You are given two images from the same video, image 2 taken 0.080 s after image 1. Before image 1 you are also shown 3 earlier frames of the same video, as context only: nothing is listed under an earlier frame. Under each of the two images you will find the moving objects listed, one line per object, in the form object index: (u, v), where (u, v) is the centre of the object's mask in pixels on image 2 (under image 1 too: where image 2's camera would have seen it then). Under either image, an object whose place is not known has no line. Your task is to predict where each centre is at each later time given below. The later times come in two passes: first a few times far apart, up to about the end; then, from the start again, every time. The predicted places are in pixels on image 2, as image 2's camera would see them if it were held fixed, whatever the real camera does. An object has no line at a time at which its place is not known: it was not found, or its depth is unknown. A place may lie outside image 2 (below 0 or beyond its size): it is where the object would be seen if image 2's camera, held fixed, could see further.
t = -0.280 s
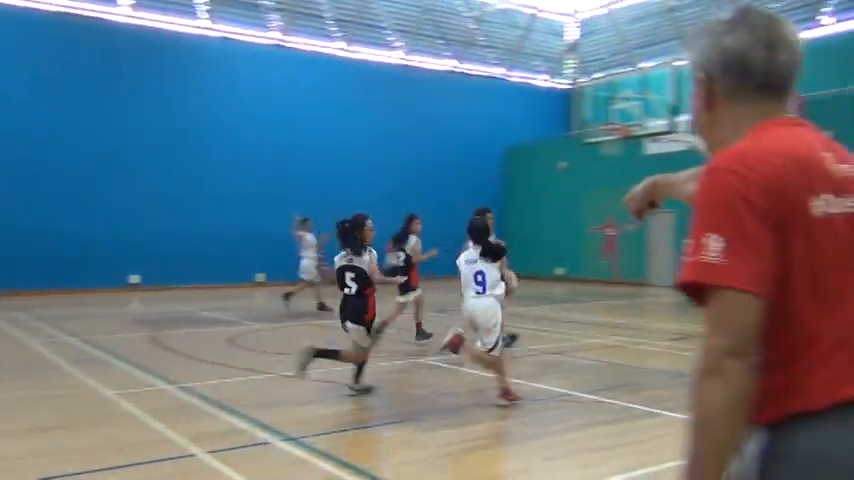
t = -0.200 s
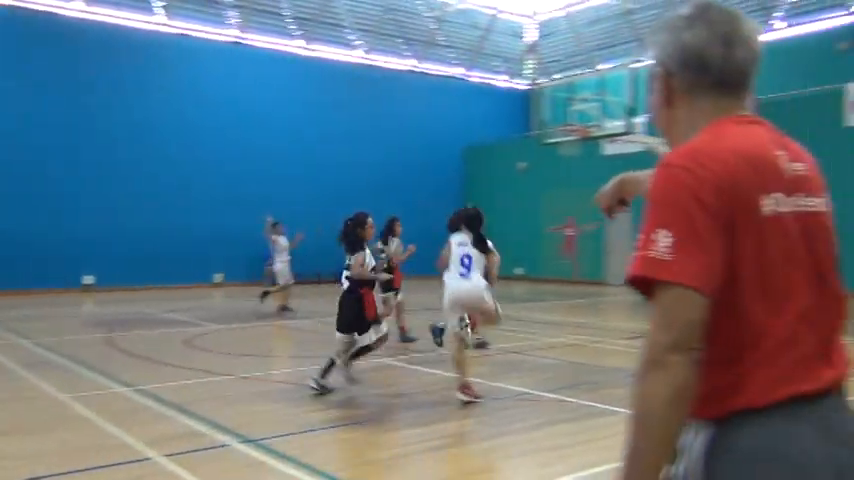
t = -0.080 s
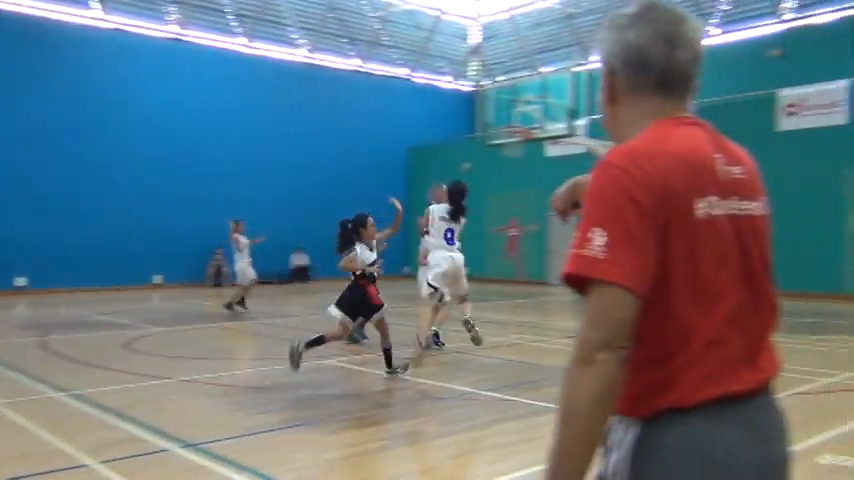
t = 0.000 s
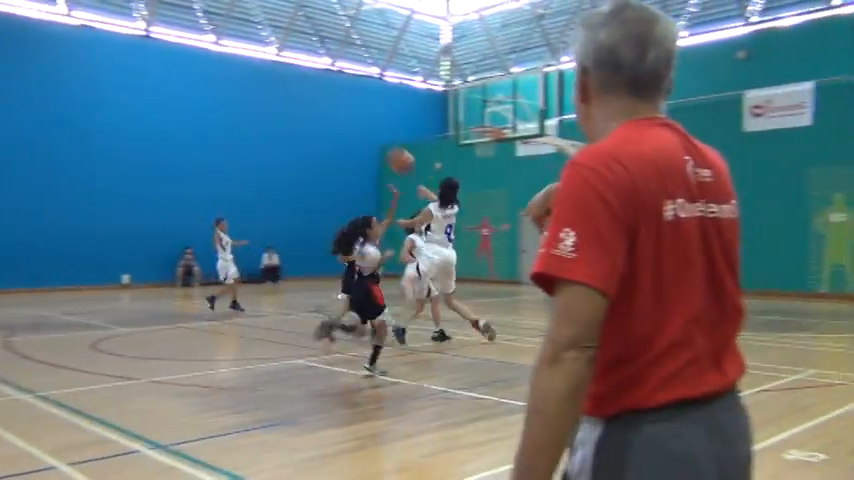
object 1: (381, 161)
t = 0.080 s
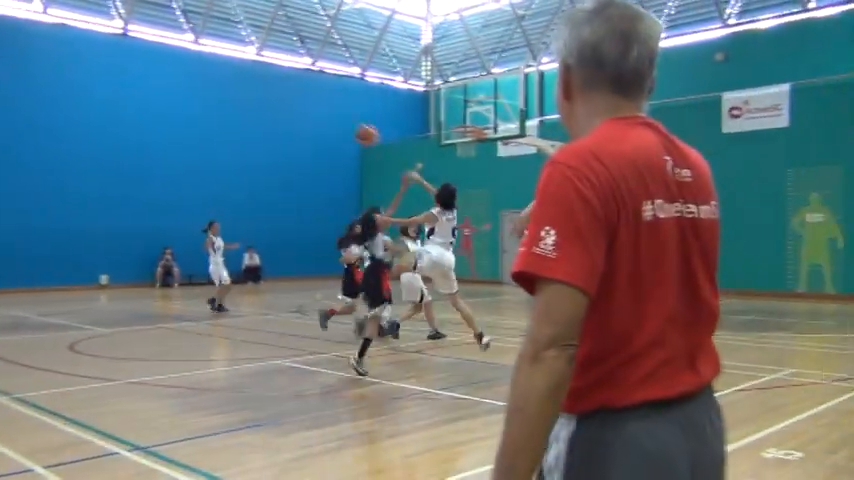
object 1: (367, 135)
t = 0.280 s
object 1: (340, 105)
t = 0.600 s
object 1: (308, 126)
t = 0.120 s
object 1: (362, 126)
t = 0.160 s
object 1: (355, 118)
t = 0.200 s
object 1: (350, 112)
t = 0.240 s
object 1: (344, 108)
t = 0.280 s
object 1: (340, 105)
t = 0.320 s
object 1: (335, 104)
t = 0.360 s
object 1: (330, 104)
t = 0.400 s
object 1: (326, 106)
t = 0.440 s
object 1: (322, 108)
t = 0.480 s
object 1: (318, 111)
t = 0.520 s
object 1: (315, 115)
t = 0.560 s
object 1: (312, 120)
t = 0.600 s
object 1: (308, 126)
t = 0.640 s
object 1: (306, 132)
